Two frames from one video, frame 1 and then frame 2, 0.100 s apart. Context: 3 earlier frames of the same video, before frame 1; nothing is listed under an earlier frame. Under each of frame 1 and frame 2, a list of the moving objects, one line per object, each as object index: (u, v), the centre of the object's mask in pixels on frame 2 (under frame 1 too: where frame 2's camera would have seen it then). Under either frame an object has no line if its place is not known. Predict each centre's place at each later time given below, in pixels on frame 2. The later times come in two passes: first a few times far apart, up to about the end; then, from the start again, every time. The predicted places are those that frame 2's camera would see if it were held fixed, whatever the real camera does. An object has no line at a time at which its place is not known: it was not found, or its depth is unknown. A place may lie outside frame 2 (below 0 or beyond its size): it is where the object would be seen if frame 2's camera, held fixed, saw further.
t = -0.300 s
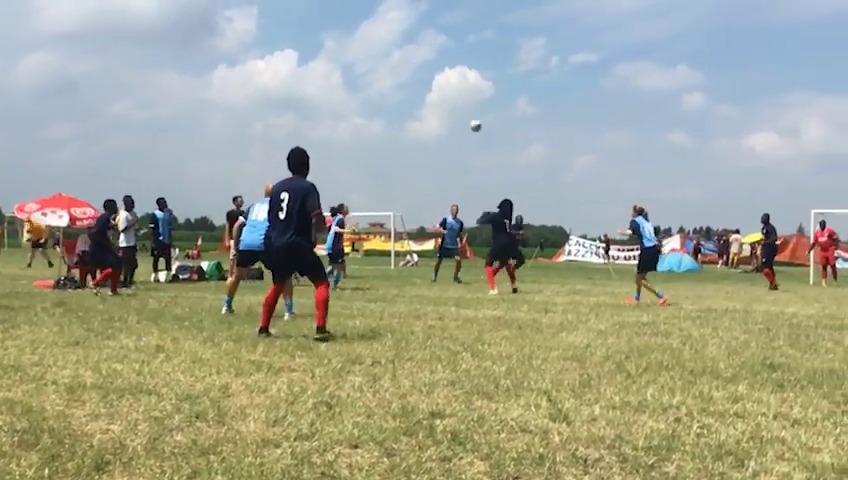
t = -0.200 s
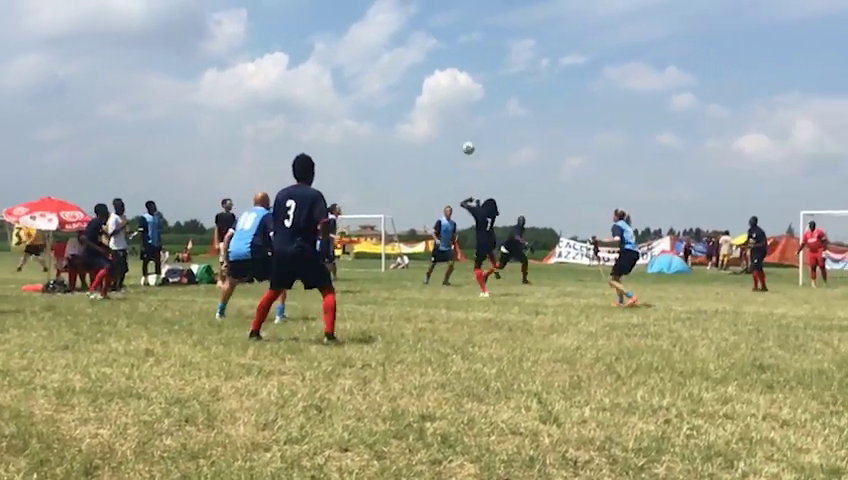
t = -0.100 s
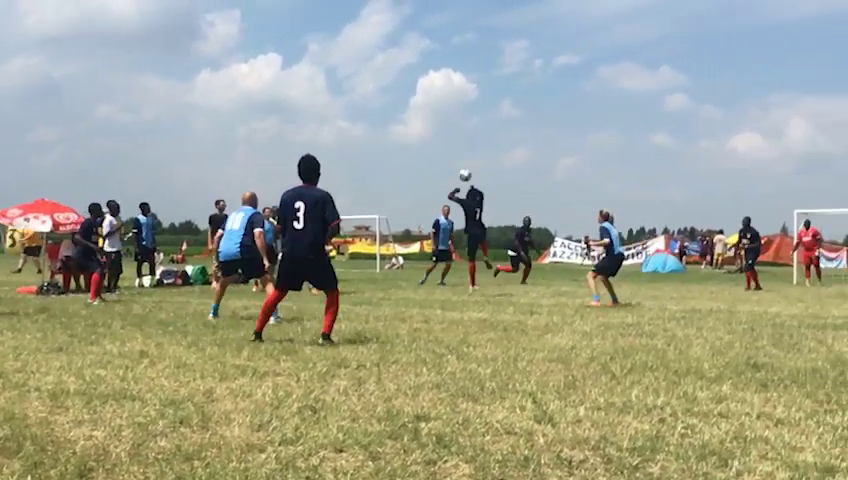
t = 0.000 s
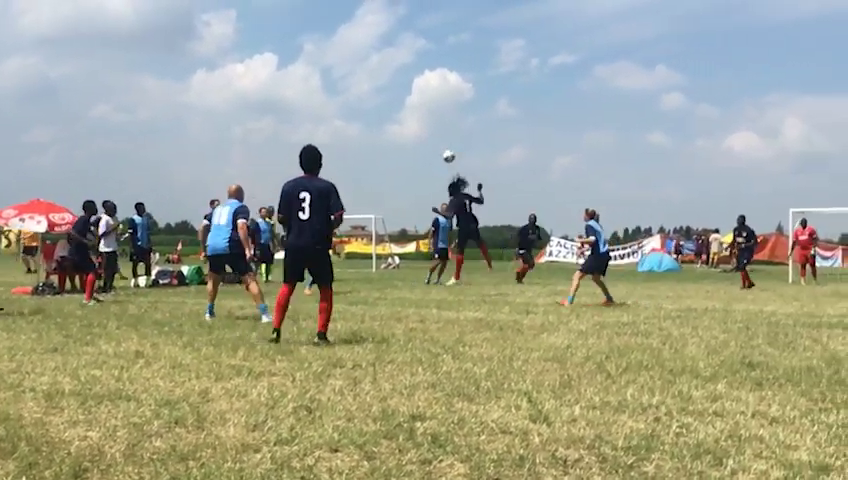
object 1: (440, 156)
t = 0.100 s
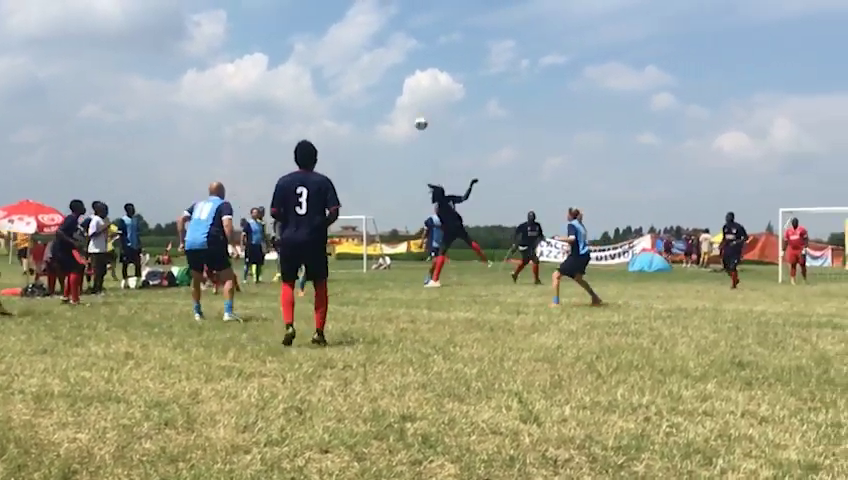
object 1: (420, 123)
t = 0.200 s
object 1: (401, 95)
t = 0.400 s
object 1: (359, 52)
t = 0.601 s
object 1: (315, 32)
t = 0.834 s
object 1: (259, 40)
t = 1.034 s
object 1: (208, 80)
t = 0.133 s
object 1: (414, 113)
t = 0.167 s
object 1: (408, 105)
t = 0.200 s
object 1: (401, 95)
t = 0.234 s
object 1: (394, 86)
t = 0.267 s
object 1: (387, 78)
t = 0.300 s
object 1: (380, 71)
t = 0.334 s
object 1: (374, 64)
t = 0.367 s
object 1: (367, 58)
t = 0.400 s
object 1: (359, 52)
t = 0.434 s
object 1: (352, 48)
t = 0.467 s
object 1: (345, 43)
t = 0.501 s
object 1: (338, 39)
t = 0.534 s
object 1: (330, 37)
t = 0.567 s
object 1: (323, 33)
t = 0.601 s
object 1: (315, 32)
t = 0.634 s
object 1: (308, 30)
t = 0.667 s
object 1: (299, 30)
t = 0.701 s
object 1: (292, 30)
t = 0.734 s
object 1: (284, 31)
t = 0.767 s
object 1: (276, 33)
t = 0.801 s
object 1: (267, 37)
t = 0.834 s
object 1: (259, 40)
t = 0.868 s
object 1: (251, 44)
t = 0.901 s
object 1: (242, 50)
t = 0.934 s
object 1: (233, 56)
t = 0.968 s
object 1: (225, 63)
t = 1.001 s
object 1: (216, 72)
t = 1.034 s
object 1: (208, 80)
